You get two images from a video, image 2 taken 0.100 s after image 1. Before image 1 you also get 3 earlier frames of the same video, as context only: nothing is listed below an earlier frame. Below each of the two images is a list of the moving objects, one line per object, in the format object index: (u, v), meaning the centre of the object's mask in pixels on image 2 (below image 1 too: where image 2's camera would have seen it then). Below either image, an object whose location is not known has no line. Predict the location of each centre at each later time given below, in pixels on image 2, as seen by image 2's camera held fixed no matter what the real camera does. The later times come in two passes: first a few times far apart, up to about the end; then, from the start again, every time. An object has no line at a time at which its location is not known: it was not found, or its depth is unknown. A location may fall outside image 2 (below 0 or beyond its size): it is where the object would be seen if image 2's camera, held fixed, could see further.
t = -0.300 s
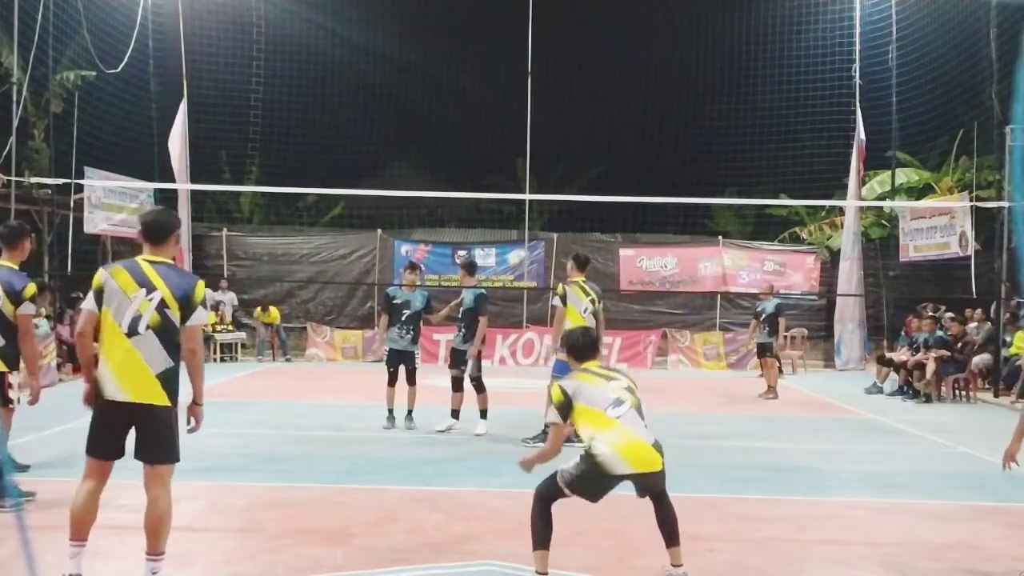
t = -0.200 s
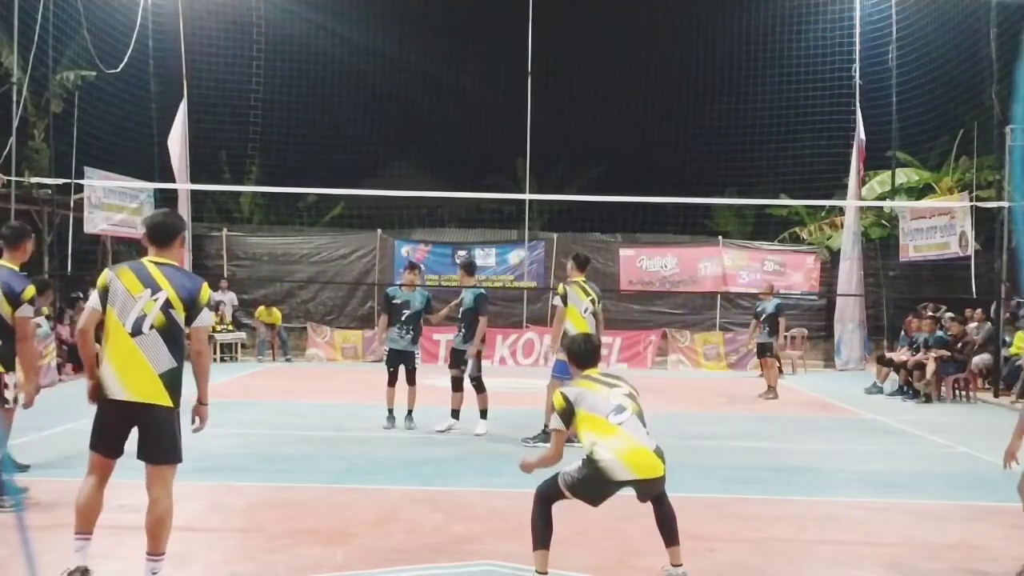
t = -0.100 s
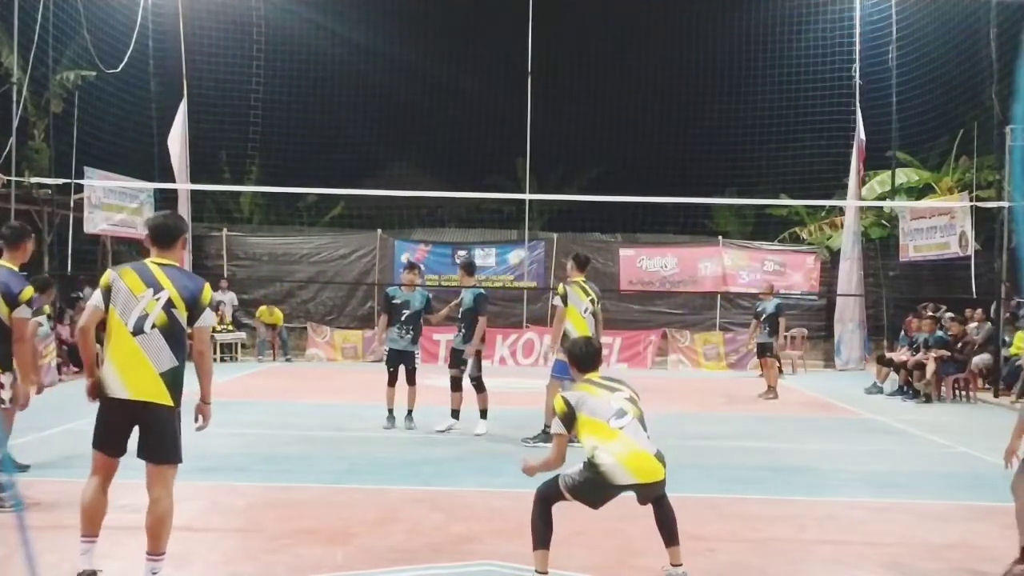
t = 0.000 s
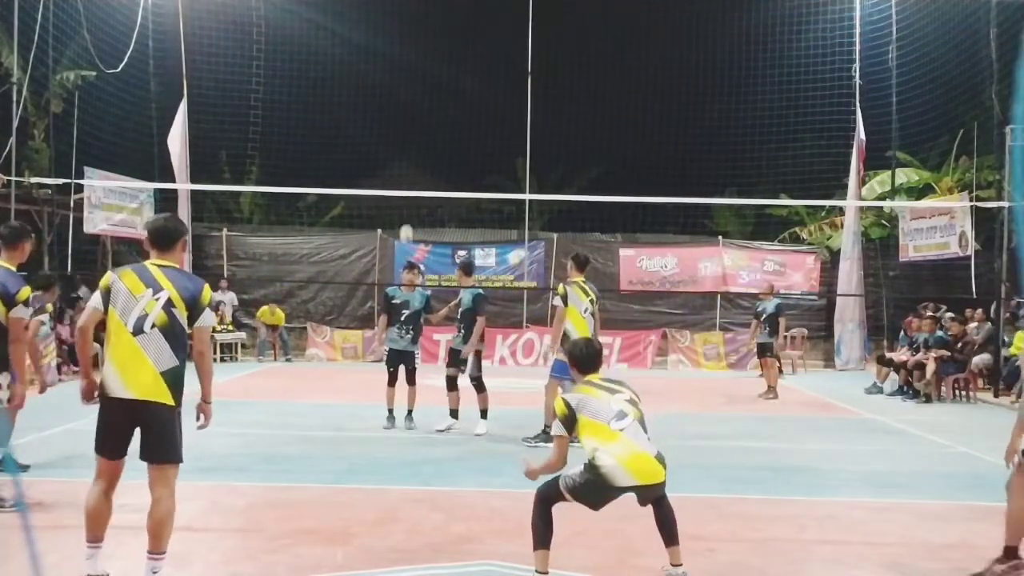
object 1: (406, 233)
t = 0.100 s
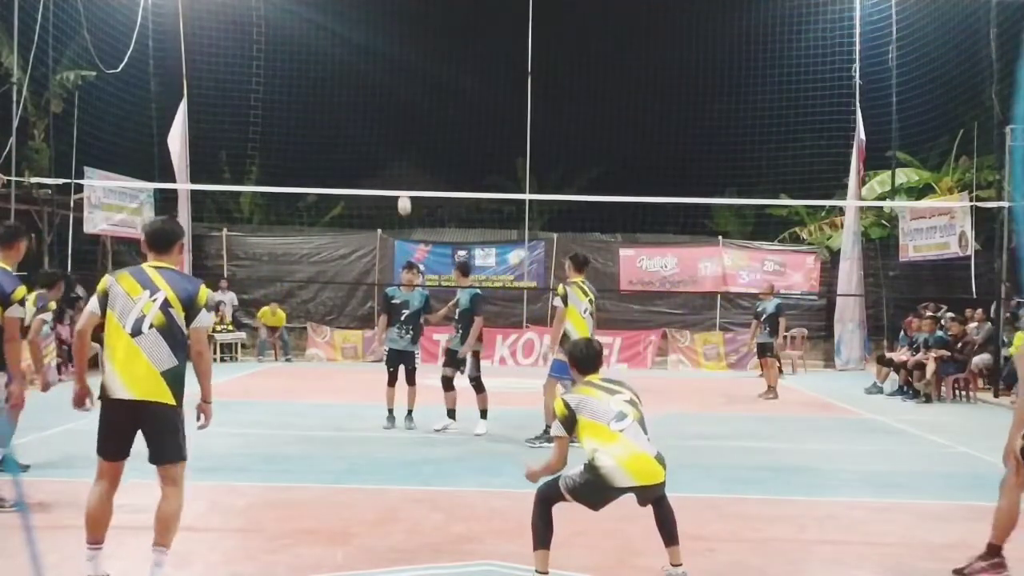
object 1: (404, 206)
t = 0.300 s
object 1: (396, 157)
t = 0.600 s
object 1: (372, 127)
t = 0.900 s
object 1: (328, 168)
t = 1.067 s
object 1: (287, 246)
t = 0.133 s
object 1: (403, 196)
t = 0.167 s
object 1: (402, 188)
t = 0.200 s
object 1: (401, 180)
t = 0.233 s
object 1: (399, 171)
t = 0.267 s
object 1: (398, 164)
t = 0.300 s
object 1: (396, 157)
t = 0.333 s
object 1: (394, 151)
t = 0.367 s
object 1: (392, 146)
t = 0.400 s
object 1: (390, 141)
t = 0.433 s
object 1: (387, 137)
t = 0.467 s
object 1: (384, 133)
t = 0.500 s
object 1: (382, 131)
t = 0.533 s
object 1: (379, 129)
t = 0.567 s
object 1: (375, 128)
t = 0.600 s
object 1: (372, 127)
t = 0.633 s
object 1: (368, 128)
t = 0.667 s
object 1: (365, 129)
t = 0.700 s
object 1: (361, 131)
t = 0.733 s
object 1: (356, 134)
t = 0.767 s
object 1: (351, 138)
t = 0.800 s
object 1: (346, 143)
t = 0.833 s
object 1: (340, 150)
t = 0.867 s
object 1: (334, 158)
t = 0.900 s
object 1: (328, 168)
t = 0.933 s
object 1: (322, 177)
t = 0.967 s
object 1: (313, 193)
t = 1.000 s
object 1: (305, 209)
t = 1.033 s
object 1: (297, 224)
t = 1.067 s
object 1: (287, 246)
